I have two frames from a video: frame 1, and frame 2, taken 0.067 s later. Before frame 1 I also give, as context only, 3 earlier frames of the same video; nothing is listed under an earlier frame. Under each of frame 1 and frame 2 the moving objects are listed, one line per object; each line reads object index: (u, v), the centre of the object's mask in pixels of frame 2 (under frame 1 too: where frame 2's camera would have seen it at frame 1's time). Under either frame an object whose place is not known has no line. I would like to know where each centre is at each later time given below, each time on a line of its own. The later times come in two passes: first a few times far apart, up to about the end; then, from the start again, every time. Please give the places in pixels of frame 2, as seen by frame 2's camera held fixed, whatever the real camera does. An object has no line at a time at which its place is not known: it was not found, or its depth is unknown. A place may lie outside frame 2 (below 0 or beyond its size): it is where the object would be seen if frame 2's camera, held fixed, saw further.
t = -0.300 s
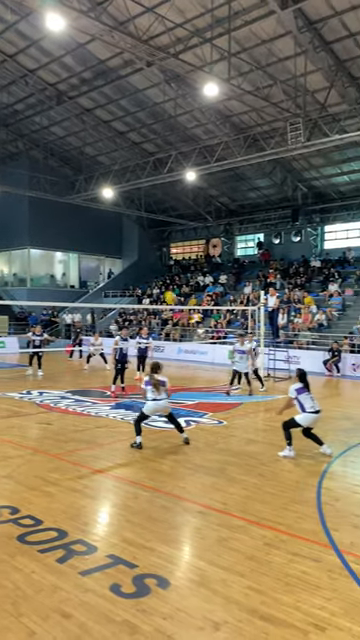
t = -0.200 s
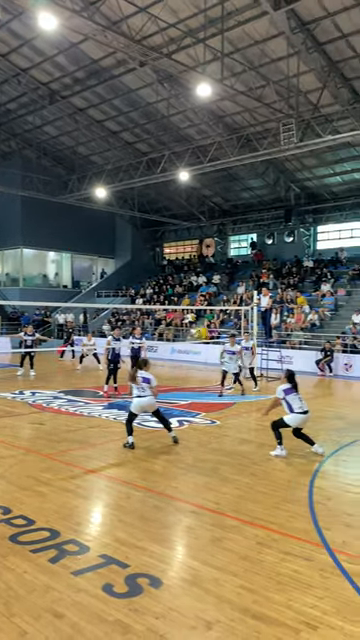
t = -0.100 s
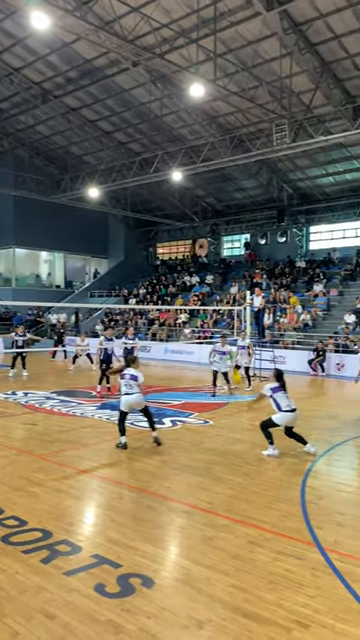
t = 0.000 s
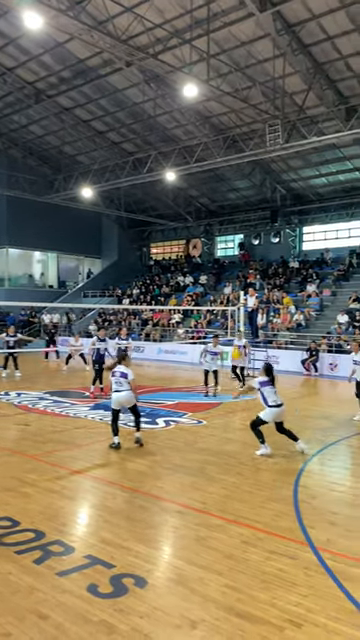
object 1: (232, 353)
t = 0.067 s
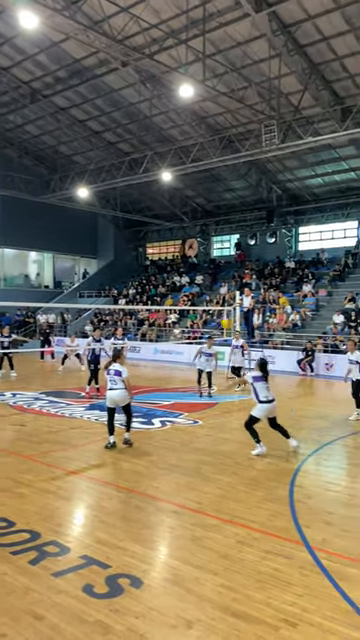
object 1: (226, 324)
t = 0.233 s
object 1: (214, 263)
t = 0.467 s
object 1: (198, 213)
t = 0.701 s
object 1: (185, 195)
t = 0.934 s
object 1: (173, 205)
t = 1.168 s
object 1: (161, 239)
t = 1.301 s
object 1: (156, 268)
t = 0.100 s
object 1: (224, 310)
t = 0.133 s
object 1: (220, 296)
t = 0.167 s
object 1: (218, 284)
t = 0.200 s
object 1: (216, 273)
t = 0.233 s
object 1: (214, 263)
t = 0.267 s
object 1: (211, 254)
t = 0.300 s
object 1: (209, 245)
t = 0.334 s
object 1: (206, 237)
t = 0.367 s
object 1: (205, 230)
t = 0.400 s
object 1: (202, 223)
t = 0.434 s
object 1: (200, 217)
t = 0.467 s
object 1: (198, 213)
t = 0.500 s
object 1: (196, 208)
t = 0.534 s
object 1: (194, 204)
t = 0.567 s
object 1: (192, 201)
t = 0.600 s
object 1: (190, 199)
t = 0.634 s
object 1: (188, 196)
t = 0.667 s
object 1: (187, 195)
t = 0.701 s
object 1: (185, 195)
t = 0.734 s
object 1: (183, 195)
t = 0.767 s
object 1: (181, 195)
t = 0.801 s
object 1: (180, 196)
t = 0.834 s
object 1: (178, 197)
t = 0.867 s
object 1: (176, 200)
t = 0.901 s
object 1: (174, 202)
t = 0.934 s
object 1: (173, 205)
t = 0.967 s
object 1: (171, 209)
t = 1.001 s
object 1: (169, 213)
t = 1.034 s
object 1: (168, 217)
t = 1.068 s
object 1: (167, 222)
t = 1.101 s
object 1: (165, 227)
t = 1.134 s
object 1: (163, 233)
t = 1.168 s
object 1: (161, 239)
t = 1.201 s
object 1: (159, 244)
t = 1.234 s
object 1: (158, 253)
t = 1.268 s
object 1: (157, 261)
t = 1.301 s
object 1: (156, 268)
